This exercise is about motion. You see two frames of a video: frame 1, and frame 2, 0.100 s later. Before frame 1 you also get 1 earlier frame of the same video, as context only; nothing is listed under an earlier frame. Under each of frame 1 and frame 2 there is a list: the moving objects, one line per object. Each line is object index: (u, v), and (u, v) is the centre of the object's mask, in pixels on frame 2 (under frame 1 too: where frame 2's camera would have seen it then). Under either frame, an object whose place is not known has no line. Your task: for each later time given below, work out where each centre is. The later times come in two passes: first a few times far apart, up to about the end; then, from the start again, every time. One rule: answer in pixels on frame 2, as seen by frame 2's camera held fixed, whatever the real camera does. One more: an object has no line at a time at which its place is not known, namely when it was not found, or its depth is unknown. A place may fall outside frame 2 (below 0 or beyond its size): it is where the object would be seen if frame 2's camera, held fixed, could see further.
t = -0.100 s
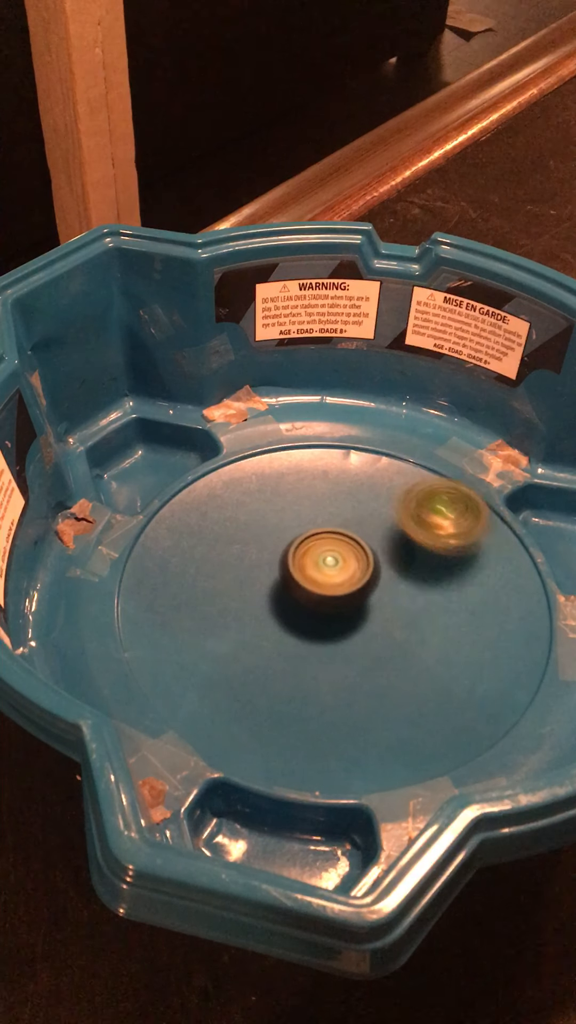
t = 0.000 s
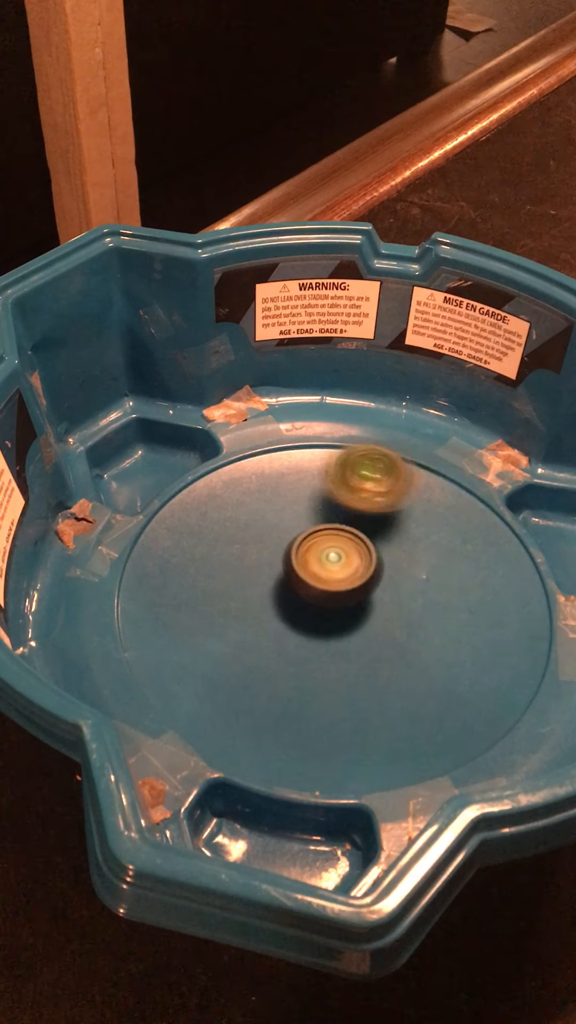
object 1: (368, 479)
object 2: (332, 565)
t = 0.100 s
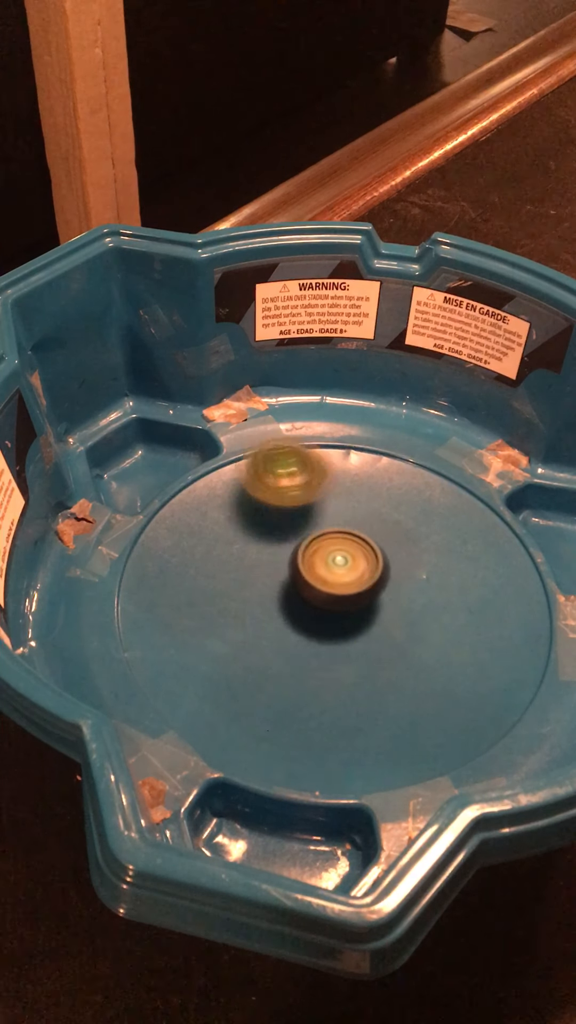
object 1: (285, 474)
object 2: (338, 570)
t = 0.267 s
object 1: (173, 537)
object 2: (342, 579)
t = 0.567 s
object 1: (279, 712)
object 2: (346, 590)
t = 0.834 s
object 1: (479, 621)
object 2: (347, 594)
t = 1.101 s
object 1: (383, 472)
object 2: (345, 602)
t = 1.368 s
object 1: (200, 523)
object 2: (346, 601)
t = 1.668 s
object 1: (279, 697)
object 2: (341, 602)
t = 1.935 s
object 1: (487, 640)
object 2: (336, 602)
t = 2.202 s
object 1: (412, 494)
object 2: (321, 597)
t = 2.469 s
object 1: (220, 521)
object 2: (316, 590)
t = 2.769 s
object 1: (237, 690)
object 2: (319, 589)
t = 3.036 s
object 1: (442, 672)
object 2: (322, 580)
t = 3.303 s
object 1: (418, 520)
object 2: (326, 579)
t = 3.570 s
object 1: (240, 497)
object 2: (332, 583)
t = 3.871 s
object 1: (217, 649)
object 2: (341, 589)
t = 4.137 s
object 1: (411, 673)
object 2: (343, 593)
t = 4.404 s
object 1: (451, 541)
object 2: (339, 597)
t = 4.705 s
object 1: (278, 504)
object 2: (338, 600)
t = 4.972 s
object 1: (221, 625)
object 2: (337, 597)
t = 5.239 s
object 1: (368, 694)
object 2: (333, 591)
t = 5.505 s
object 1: (446, 585)
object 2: (331, 589)
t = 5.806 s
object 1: (311, 502)
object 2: (331, 589)
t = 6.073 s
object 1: (203, 574)
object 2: (330, 588)
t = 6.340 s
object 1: (298, 672)
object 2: (331, 588)
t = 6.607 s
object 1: (439, 623)
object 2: (331, 591)
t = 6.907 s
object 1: (375, 511)
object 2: (331, 592)
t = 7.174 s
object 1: (245, 543)
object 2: (331, 596)
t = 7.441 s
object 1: (253, 650)
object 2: (331, 597)
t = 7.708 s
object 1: (389, 670)
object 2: (332, 591)
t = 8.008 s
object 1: (436, 569)
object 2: (320, 577)
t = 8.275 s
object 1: (359, 512)
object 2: (309, 579)
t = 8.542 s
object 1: (294, 525)
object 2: (299, 607)
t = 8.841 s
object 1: (326, 486)
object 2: (312, 674)
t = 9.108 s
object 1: (343, 509)
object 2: (334, 675)
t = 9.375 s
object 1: (402, 581)
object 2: (338, 643)
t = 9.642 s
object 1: (468, 603)
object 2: (294, 609)
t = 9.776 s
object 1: (444, 603)
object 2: (281, 599)
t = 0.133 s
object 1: (258, 480)
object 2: (339, 572)
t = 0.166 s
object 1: (232, 490)
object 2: (341, 573)
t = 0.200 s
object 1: (208, 503)
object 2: (342, 575)
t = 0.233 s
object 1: (189, 519)
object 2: (342, 577)
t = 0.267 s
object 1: (173, 537)
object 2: (342, 579)
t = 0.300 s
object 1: (163, 559)
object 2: (343, 580)
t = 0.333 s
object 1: (157, 581)
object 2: (343, 581)
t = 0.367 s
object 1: (157, 602)
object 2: (343, 582)
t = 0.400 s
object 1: (163, 627)
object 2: (344, 583)
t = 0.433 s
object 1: (176, 652)
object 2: (344, 584)
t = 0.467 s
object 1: (196, 675)
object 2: (344, 585)
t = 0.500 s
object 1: (221, 691)
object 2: (345, 586)
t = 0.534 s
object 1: (249, 703)
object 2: (345, 588)
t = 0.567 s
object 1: (279, 712)
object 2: (346, 590)
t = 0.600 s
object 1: (314, 717)
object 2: (347, 592)
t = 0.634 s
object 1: (349, 715)
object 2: (348, 593)
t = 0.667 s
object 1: (381, 707)
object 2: (348, 595)
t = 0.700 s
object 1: (409, 697)
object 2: (349, 595)
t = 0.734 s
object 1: (432, 685)
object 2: (349, 595)
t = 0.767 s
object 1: (454, 666)
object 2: (349, 594)
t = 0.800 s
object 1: (470, 645)
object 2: (349, 594)
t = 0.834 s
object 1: (479, 621)
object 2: (347, 594)
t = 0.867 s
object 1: (481, 601)
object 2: (347, 594)
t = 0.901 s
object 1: (480, 577)
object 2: (346, 595)
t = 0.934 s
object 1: (473, 554)
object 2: (345, 596)
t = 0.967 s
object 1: (461, 532)
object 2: (344, 598)
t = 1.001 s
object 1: (445, 512)
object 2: (344, 600)
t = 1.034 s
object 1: (426, 497)
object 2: (345, 602)
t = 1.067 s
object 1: (406, 483)
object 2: (346, 602)
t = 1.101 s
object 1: (383, 472)
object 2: (345, 602)
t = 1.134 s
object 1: (357, 465)
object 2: (345, 600)
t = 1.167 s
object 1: (330, 462)
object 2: (346, 600)
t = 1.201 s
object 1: (304, 464)
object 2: (345, 599)
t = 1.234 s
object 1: (279, 469)
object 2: (345, 599)
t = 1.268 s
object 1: (256, 477)
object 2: (344, 600)
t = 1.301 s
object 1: (233, 490)
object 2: (344, 600)
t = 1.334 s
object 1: (214, 505)
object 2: (346, 601)
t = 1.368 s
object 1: (200, 523)
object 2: (346, 601)
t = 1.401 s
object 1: (188, 540)
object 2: (346, 601)
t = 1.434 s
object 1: (180, 563)
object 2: (346, 601)
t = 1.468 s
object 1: (179, 586)
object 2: (347, 602)
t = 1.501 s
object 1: (184, 609)
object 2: (346, 603)
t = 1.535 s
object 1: (193, 629)
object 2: (345, 602)
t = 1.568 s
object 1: (207, 652)
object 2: (343, 602)
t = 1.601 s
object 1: (229, 672)
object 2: (342, 601)
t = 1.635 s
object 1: (252, 685)
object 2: (341, 601)
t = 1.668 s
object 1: (279, 697)
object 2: (341, 602)
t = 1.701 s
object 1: (312, 705)
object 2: (341, 602)
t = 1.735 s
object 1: (342, 707)
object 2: (341, 602)
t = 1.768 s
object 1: (371, 707)
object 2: (341, 602)
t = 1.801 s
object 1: (405, 701)
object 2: (340, 602)
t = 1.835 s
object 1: (431, 690)
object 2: (339, 602)
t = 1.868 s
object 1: (453, 679)
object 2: (339, 602)
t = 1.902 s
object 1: (473, 661)
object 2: (338, 602)
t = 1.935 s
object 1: (487, 640)
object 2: (336, 602)
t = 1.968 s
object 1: (494, 622)
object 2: (333, 601)
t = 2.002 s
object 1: (497, 599)
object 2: (330, 600)
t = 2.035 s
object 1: (491, 575)
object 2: (328, 599)
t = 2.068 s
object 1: (483, 557)
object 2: (325, 598)
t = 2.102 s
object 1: (471, 537)
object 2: (324, 598)
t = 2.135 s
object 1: (453, 519)
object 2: (323, 597)
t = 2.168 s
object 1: (432, 506)
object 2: (322, 597)
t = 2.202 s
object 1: (412, 494)
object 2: (321, 597)
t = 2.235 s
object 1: (388, 485)
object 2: (320, 596)
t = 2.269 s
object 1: (361, 480)
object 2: (319, 596)
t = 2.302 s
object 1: (337, 479)
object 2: (317, 594)
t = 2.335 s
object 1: (310, 480)
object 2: (317, 592)
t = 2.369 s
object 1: (285, 486)
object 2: (316, 591)
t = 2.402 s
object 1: (262, 495)
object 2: (316, 590)
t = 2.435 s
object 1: (240, 505)
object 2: (316, 590)
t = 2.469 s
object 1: (220, 521)
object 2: (316, 590)
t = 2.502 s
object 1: (206, 536)
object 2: (317, 591)
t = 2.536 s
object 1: (193, 553)
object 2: (317, 591)
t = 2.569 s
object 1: (183, 575)
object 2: (318, 592)
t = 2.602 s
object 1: (181, 595)
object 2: (318, 593)
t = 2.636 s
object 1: (181, 615)
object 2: (318, 593)
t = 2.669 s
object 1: (188, 639)
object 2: (318, 592)
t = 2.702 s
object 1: (199, 655)
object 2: (318, 591)
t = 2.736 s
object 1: (216, 676)
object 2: (319, 590)
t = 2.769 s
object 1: (237, 690)
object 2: (319, 589)
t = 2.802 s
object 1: (263, 703)
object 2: (319, 588)
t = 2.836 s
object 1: (291, 711)
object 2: (319, 587)
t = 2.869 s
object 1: (320, 714)
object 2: (319, 585)
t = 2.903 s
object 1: (349, 714)
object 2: (320, 584)
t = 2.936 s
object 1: (378, 708)
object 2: (320, 583)
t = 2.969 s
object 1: (402, 700)
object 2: (321, 582)
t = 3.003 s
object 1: (426, 686)
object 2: (321, 581)
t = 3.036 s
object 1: (442, 672)
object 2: (322, 580)
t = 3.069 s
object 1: (457, 653)
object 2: (322, 579)
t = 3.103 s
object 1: (465, 630)
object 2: (323, 578)
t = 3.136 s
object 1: (468, 612)
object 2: (324, 578)
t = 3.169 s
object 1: (465, 590)
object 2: (324, 578)
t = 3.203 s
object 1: (458, 571)
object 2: (326, 577)
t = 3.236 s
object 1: (448, 551)
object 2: (326, 578)
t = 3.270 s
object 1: (433, 533)
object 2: (326, 578)
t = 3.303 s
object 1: (418, 520)
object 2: (326, 579)
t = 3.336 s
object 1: (397, 506)
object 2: (326, 579)
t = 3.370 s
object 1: (376, 494)
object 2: (327, 579)
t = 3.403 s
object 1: (355, 487)
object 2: (328, 580)
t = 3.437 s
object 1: (330, 482)
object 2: (329, 580)
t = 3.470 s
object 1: (309, 480)
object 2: (331, 581)
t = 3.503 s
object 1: (284, 483)
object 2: (331, 581)
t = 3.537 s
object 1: (263, 488)
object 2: (332, 582)
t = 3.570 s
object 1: (240, 497)
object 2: (332, 583)
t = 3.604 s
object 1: (223, 508)
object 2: (333, 583)
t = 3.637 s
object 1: (209, 521)
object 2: (334, 585)
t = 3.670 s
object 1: (196, 538)
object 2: (333, 585)
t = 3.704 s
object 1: (188, 554)
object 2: (335, 586)
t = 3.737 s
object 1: (183, 575)
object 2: (335, 586)
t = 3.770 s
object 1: (186, 592)
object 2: (336, 587)
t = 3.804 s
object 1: (191, 614)
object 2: (337, 588)
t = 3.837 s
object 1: (202, 629)
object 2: (339, 588)
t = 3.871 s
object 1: (217, 649)
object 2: (341, 589)
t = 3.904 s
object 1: (235, 663)
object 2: (342, 590)
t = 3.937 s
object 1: (259, 676)
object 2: (344, 591)
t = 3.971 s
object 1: (284, 683)
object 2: (344, 591)
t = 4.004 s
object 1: (310, 689)
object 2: (345, 591)
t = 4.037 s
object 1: (338, 690)
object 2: (345, 592)
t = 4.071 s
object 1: (364, 688)
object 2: (344, 592)
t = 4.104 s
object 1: (389, 681)
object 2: (344, 593)
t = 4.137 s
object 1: (411, 673)
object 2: (343, 593)
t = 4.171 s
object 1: (432, 660)
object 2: (342, 593)
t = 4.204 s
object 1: (447, 647)
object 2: (342, 594)
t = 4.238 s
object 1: (459, 628)
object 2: (341, 594)
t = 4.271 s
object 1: (466, 613)
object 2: (341, 595)
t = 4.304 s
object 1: (468, 592)
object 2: (340, 596)
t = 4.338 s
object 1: (467, 576)
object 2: (340, 596)
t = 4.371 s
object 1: (460, 556)
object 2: (340, 597)
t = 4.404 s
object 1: (451, 541)
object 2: (339, 597)
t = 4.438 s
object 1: (437, 523)
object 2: (339, 598)
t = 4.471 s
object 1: (423, 514)
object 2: (339, 598)
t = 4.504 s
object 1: (403, 502)
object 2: (339, 598)
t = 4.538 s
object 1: (384, 496)
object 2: (339, 599)
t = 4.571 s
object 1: (362, 491)
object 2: (338, 599)
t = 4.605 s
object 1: (343, 489)
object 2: (339, 600)
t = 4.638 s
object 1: (318, 491)
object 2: (337, 600)
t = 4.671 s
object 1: (299, 496)
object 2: (338, 599)
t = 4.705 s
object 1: (278, 504)
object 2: (338, 600)
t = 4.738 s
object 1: (262, 512)
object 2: (338, 599)
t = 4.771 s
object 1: (246, 525)
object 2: (338, 599)
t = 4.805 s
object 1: (233, 538)
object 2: (338, 598)
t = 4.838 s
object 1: (224, 556)
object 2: (338, 598)
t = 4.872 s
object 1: (217, 571)
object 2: (338, 598)
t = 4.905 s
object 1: (214, 590)
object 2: (338, 597)
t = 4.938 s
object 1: (215, 607)
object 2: (337, 598)
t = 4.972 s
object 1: (221, 625)
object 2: (337, 597)
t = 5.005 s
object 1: (230, 643)
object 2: (337, 597)
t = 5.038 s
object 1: (243, 658)
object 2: (337, 596)
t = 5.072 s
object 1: (260, 672)
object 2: (336, 596)
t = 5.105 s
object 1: (279, 682)
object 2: (336, 594)
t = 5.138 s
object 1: (299, 689)
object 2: (335, 594)
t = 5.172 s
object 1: (323, 694)
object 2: (334, 593)
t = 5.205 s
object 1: (346, 695)
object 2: (334, 592)
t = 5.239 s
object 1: (368, 694)
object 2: (333, 591)
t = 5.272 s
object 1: (392, 687)
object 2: (332, 590)
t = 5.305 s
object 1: (410, 679)
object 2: (332, 590)
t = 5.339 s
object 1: (426, 667)
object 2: (332, 590)
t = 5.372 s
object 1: (438, 653)
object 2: (331, 590)
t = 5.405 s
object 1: (446, 639)
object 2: (331, 590)
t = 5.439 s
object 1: (450, 620)
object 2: (332, 590)
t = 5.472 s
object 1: (451, 604)
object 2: (332, 590)
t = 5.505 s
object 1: (446, 585)
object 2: (331, 589)
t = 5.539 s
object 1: (439, 570)
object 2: (331, 589)
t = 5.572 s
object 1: (429, 556)
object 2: (330, 589)
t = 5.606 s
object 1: (417, 541)
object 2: (330, 589)
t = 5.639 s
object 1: (402, 531)
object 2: (331, 589)
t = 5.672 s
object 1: (385, 520)
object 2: (330, 588)
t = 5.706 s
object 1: (369, 513)
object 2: (330, 588)
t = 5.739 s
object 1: (348, 506)
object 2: (330, 589)
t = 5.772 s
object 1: (330, 503)
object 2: (331, 589)
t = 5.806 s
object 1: (311, 502)
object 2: (331, 589)
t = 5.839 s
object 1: (292, 503)
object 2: (331, 589)
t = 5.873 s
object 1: (274, 508)
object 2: (331, 589)
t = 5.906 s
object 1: (256, 513)
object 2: (331, 589)
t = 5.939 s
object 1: (240, 522)
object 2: (331, 589)
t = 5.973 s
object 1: (227, 532)
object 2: (331, 589)
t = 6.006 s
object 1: (215, 546)
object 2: (331, 588)
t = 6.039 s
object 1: (208, 559)
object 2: (330, 588)
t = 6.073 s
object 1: (203, 574)
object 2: (330, 588)
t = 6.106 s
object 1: (202, 590)
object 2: (330, 589)
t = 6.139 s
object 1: (206, 604)
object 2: (331, 589)
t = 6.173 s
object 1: (213, 622)
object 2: (330, 588)
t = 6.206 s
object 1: (225, 636)
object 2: (330, 589)
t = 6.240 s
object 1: (239, 648)
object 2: (331, 589)
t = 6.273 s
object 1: (257, 659)
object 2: (330, 589)
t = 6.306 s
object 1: (277, 667)
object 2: (331, 589)
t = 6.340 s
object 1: (298, 672)
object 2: (331, 588)
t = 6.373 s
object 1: (321, 675)
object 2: (331, 588)
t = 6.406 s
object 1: (342, 673)
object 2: (330, 588)
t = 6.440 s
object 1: (364, 670)
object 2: (331, 588)
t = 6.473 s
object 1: (383, 665)
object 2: (330, 588)
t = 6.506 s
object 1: (401, 657)
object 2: (330, 589)
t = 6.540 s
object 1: (418, 647)
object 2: (331, 590)
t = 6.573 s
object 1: (430, 636)
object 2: (331, 591)
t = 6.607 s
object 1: (439, 623)
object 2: (331, 591)
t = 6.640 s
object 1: (447, 607)
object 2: (331, 591)
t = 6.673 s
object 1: (449, 593)
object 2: (331, 592)
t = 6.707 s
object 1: (447, 579)
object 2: (331, 592)
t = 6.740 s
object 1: (443, 562)
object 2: (331, 592)
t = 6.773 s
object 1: (435, 549)
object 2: (331, 592)
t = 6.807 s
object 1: (423, 535)
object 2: (331, 592)
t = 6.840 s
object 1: (409, 526)
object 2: (331, 592)
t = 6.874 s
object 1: (394, 518)
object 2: (331, 592)
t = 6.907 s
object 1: (375, 511)
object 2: (331, 592)
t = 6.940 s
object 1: (358, 508)
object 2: (331, 592)
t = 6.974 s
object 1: (341, 507)
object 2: (332, 592)
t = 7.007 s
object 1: (323, 508)
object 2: (332, 592)
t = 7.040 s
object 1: (304, 513)
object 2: (332, 592)
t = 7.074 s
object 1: (288, 519)
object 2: (333, 593)
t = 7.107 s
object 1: (273, 524)
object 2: (332, 594)
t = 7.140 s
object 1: (257, 534)
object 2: (332, 595)
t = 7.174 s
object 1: (245, 543)
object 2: (331, 596)
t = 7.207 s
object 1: (236, 553)
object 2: (330, 596)
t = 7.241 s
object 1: (228, 569)
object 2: (330, 596)
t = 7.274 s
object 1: (222, 582)
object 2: (330, 597)
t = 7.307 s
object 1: (222, 595)
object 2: (330, 597)
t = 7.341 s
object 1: (225, 611)
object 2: (330, 597)
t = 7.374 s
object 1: (231, 626)
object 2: (330, 597)
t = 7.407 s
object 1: (241, 638)
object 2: (330, 597)
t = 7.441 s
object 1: (253, 650)
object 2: (331, 597)
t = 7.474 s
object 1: (268, 660)
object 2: (332, 596)
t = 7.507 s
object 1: (283, 670)
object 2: (334, 596)
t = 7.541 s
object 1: (301, 675)
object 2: (334, 595)
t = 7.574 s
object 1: (318, 678)
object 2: (334, 595)
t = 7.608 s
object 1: (336, 679)
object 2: (333, 595)
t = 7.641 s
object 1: (355, 678)
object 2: (332, 594)
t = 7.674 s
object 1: (373, 674)
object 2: (332, 592)
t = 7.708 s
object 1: (389, 670)
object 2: (332, 591)
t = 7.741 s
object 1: (402, 663)
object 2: (331, 590)
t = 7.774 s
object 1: (414, 654)
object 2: (331, 589)
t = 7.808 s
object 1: (424, 643)
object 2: (330, 588)
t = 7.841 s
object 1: (429, 629)
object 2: (329, 587)
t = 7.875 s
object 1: (430, 616)
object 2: (329, 586)
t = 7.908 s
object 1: (430, 604)
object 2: (329, 585)
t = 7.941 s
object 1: (434, 593)
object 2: (323, 581)
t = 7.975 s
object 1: (437, 581)
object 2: (320, 578)
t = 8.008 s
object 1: (436, 569)
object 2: (320, 577)
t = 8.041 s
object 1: (433, 558)
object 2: (318, 577)
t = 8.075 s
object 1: (427, 548)
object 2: (318, 577)
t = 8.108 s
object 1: (416, 537)
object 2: (317, 576)
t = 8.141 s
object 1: (402, 531)
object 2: (317, 576)
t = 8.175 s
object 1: (389, 526)
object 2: (316, 577)
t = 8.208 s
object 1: (381, 520)
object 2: (312, 578)
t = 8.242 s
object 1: (371, 516)
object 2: (310, 578)
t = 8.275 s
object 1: (359, 512)
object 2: (309, 579)
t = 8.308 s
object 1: (349, 509)
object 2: (307, 582)
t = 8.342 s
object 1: (338, 509)
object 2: (305, 584)
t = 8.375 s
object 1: (327, 510)
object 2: (304, 587)
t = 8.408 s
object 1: (320, 509)
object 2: (300, 592)
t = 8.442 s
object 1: (314, 509)
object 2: (298, 597)
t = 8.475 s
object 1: (306, 511)
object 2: (298, 600)
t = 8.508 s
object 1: (299, 515)
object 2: (298, 604)
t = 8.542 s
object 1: (294, 525)
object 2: (299, 607)
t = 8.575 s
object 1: (292, 531)
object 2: (300, 613)
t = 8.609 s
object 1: (293, 536)
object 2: (301, 618)
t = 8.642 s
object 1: (300, 534)
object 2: (300, 627)
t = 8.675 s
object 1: (307, 524)
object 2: (298, 647)
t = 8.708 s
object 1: (312, 514)
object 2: (299, 655)
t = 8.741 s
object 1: (316, 506)
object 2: (302, 662)
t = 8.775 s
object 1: (321, 498)
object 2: (306, 666)
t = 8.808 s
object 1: (324, 491)
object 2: (309, 671)
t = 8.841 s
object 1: (326, 486)
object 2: (312, 674)
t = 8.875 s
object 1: (329, 482)
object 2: (316, 676)
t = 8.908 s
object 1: (330, 480)
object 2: (318, 678)
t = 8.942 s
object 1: (330, 480)
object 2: (321, 680)
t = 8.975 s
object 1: (330, 482)
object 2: (323, 680)
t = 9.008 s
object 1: (332, 486)
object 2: (325, 680)
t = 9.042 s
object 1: (334, 493)
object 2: (328, 680)
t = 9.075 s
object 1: (338, 501)
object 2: (330, 678)
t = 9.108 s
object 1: (343, 509)
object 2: (334, 675)
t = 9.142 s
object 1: (348, 520)
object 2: (335, 672)
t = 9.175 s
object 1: (354, 529)
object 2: (336, 670)
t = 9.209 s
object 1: (361, 538)
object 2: (337, 667)
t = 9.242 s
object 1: (369, 547)
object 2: (337, 662)
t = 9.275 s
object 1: (376, 557)
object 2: (338, 658)
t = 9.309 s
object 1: (385, 565)
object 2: (338, 653)
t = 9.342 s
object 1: (393, 574)
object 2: (339, 648)
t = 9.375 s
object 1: (402, 581)
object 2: (338, 643)
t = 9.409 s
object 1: (414, 587)
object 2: (333, 639)
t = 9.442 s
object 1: (426, 591)
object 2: (328, 634)
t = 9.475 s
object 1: (437, 594)
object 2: (322, 629)
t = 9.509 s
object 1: (446, 597)
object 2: (316, 624)
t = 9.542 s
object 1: (455, 600)
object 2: (310, 620)
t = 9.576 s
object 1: (462, 602)
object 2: (304, 616)
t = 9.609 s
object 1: (467, 602)
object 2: (299, 612)
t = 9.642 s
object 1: (468, 603)
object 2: (294, 609)
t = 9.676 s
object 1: (467, 603)
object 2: (290, 606)
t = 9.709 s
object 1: (462, 603)
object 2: (286, 602)
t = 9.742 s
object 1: (454, 602)
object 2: (284, 601)
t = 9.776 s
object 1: (444, 603)
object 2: (281, 599)
